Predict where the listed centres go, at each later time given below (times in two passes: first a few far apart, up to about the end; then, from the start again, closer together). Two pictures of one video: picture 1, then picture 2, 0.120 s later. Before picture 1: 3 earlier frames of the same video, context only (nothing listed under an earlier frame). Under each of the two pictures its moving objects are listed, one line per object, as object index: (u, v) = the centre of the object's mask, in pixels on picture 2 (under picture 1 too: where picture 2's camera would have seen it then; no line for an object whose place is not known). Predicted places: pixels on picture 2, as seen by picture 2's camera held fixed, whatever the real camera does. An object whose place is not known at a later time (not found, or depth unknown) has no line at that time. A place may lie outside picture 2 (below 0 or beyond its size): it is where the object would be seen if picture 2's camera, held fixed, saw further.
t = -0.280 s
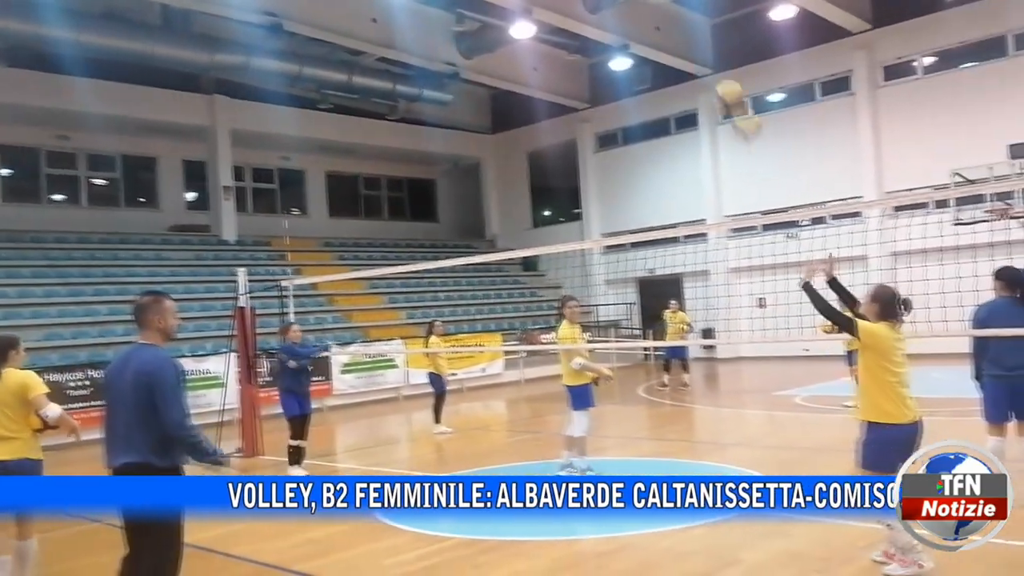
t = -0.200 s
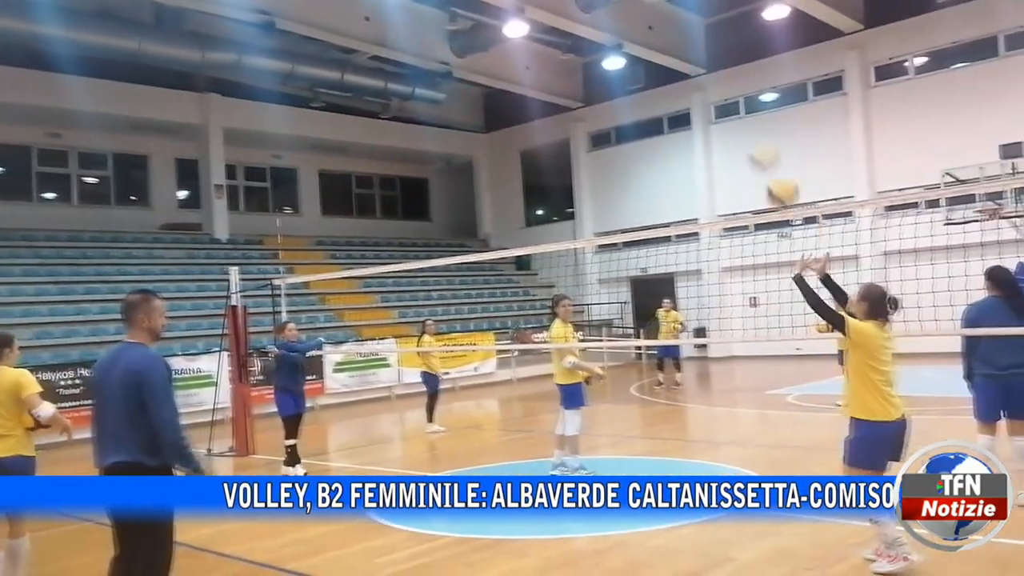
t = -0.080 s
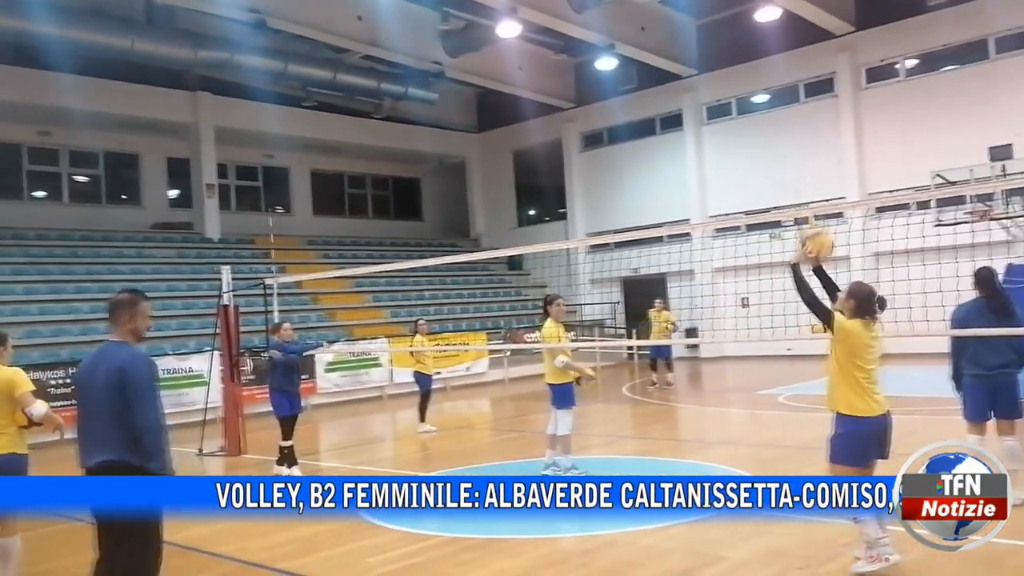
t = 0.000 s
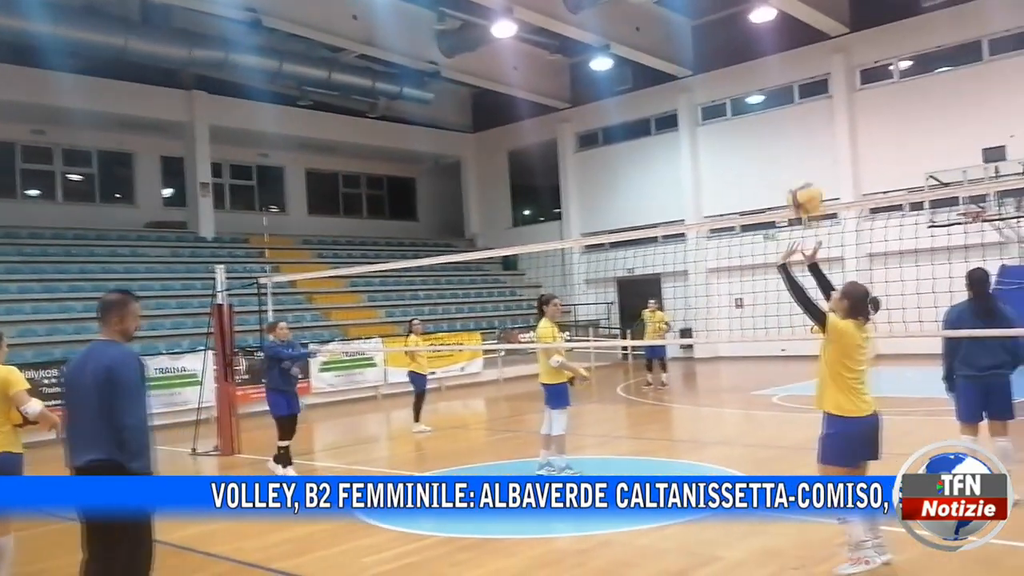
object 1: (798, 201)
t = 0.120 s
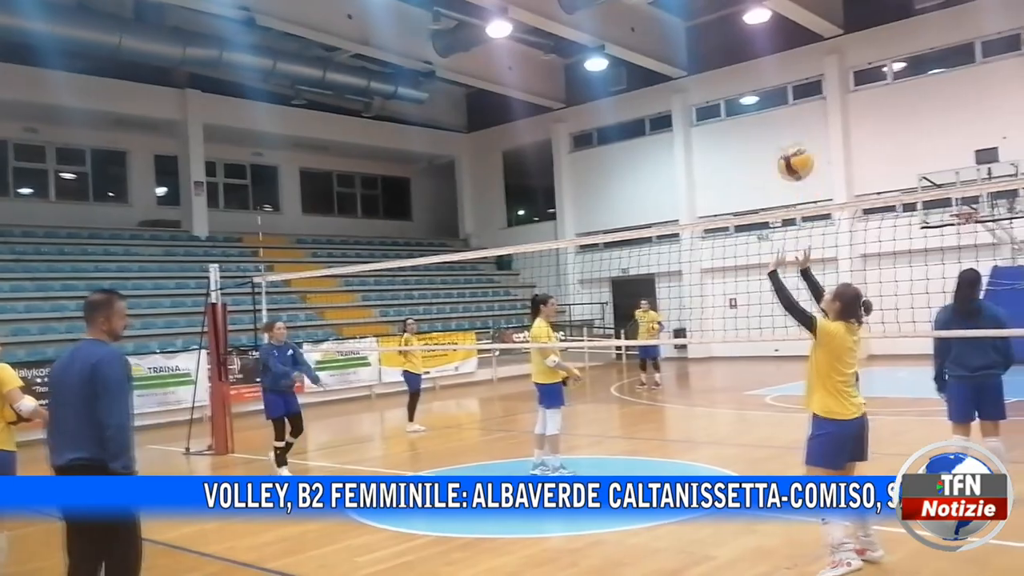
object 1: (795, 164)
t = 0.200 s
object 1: (793, 146)
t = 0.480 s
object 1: (791, 174)
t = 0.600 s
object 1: (790, 225)
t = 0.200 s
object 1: (793, 146)
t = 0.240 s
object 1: (792, 142)
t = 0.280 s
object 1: (791, 141)
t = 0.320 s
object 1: (791, 142)
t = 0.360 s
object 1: (791, 145)
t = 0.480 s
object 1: (791, 174)
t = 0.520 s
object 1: (792, 187)
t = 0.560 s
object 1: (790, 201)
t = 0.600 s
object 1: (790, 225)
